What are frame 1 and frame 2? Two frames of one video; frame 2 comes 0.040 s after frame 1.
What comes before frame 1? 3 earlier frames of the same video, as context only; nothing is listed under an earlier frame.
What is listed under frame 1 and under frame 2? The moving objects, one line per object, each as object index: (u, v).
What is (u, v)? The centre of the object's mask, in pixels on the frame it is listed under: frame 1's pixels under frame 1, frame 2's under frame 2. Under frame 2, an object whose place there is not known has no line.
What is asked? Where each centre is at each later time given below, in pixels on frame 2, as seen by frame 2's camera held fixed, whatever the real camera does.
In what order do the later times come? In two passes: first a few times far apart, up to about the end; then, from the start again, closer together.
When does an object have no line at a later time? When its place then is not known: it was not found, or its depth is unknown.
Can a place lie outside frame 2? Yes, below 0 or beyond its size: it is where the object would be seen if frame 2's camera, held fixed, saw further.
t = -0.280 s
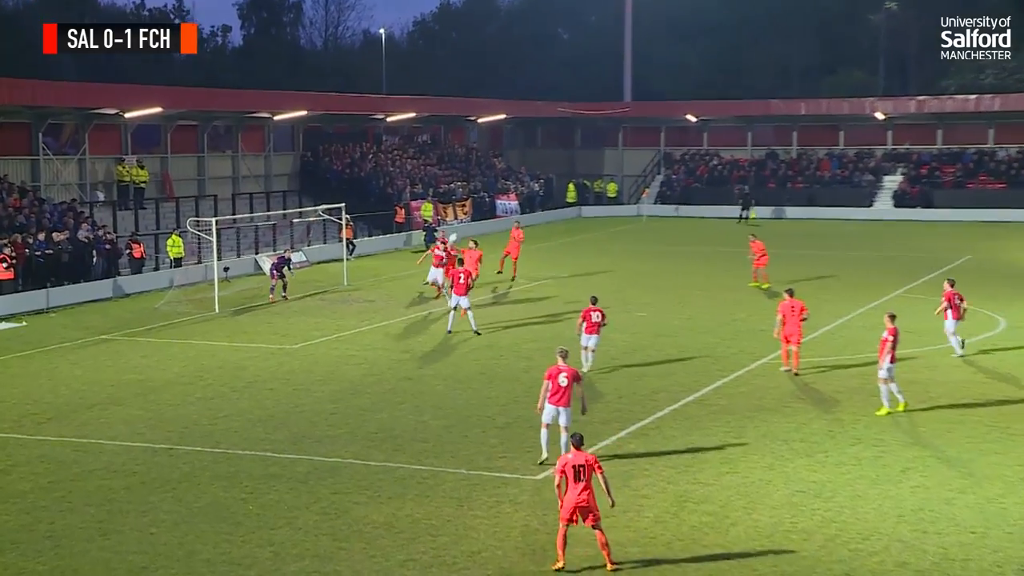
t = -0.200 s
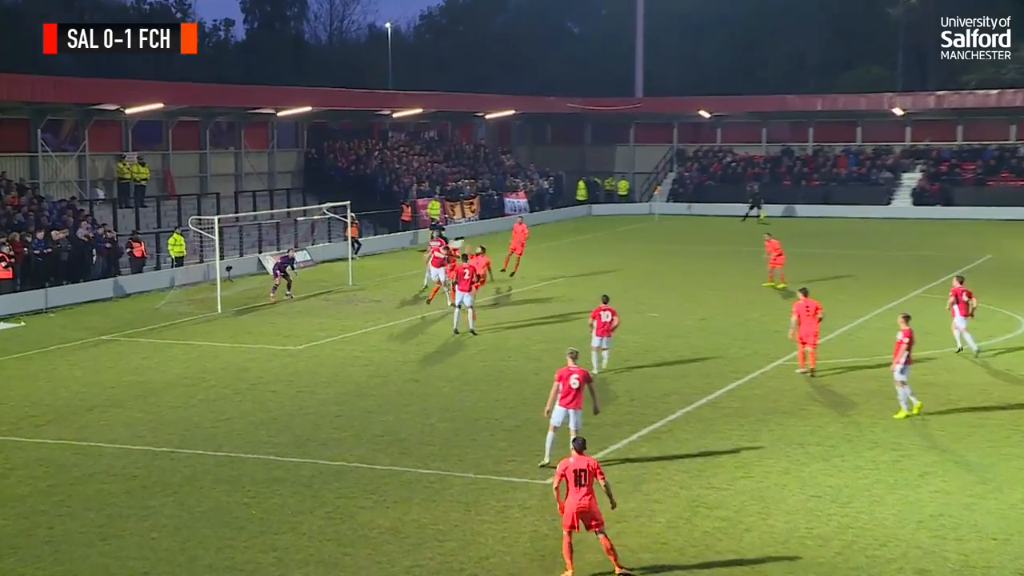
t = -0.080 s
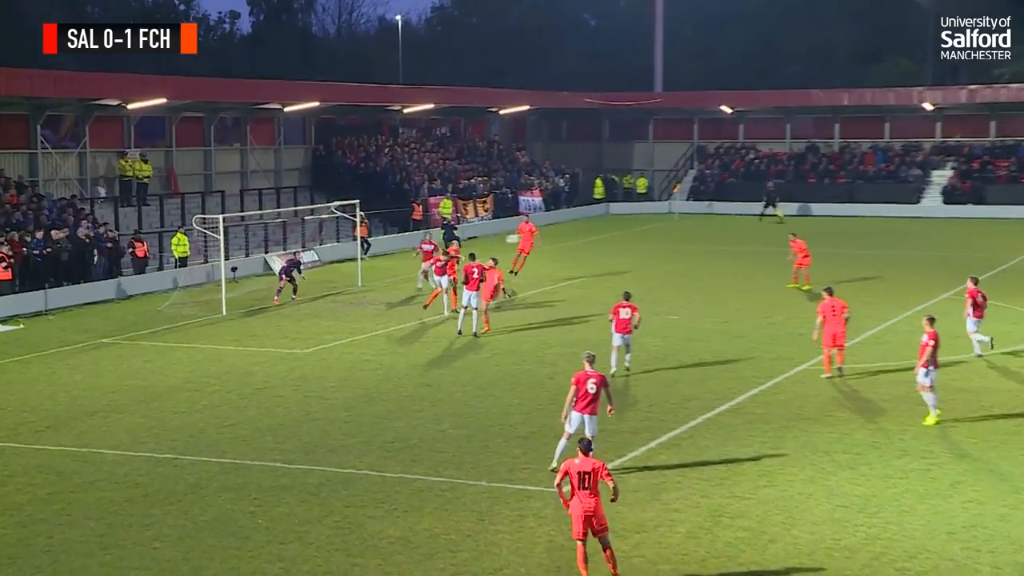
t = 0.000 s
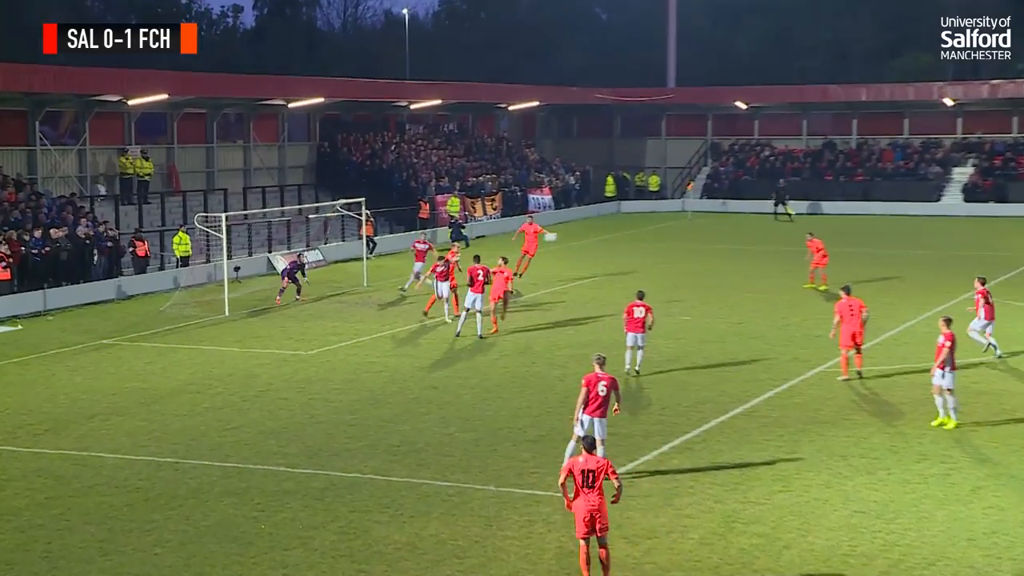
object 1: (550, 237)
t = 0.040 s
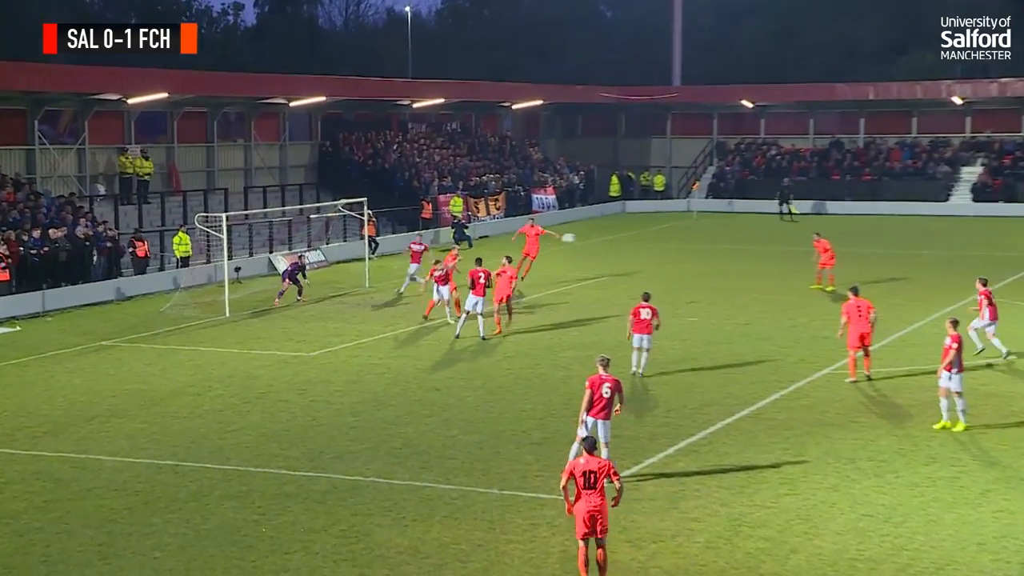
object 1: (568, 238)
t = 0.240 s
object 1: (641, 248)
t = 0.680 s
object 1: (758, 299)
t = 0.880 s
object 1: (784, 273)
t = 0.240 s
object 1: (641, 248)
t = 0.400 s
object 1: (691, 270)
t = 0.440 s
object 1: (703, 276)
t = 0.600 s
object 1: (745, 308)
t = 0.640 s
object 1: (753, 307)
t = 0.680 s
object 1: (758, 299)
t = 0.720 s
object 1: (763, 292)
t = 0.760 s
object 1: (768, 286)
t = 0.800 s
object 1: (773, 281)
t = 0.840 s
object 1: (779, 276)
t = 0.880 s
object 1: (784, 273)
